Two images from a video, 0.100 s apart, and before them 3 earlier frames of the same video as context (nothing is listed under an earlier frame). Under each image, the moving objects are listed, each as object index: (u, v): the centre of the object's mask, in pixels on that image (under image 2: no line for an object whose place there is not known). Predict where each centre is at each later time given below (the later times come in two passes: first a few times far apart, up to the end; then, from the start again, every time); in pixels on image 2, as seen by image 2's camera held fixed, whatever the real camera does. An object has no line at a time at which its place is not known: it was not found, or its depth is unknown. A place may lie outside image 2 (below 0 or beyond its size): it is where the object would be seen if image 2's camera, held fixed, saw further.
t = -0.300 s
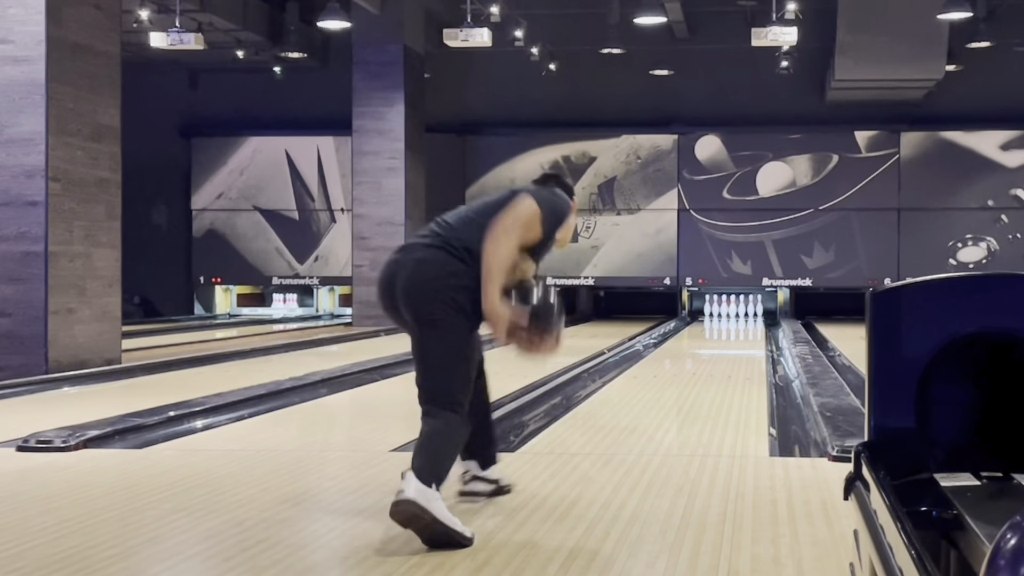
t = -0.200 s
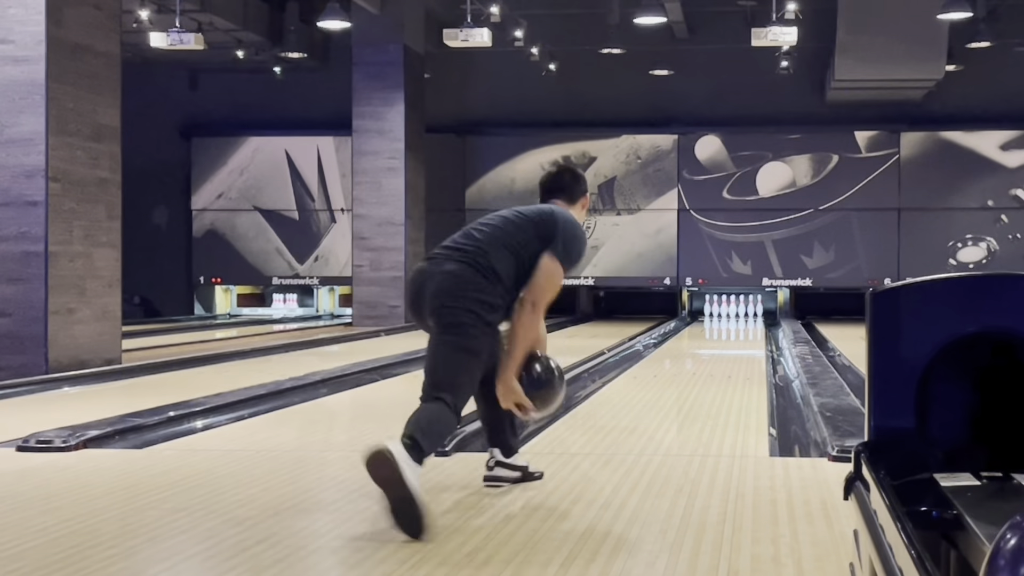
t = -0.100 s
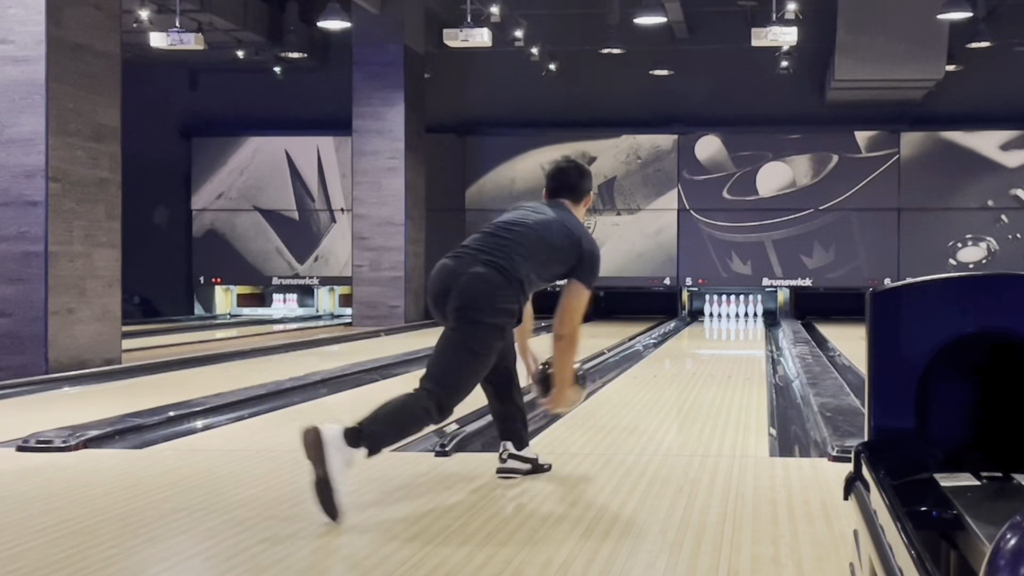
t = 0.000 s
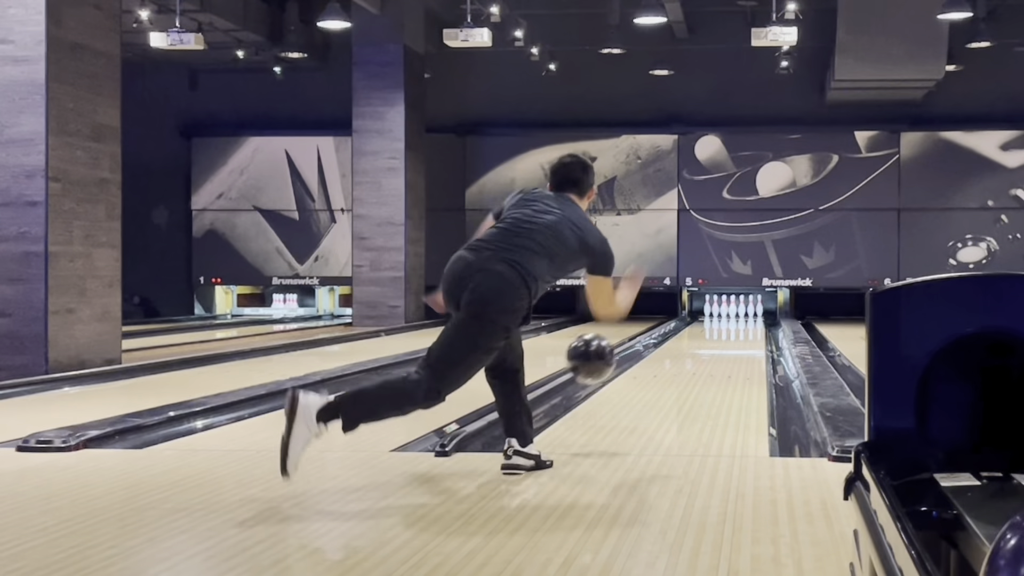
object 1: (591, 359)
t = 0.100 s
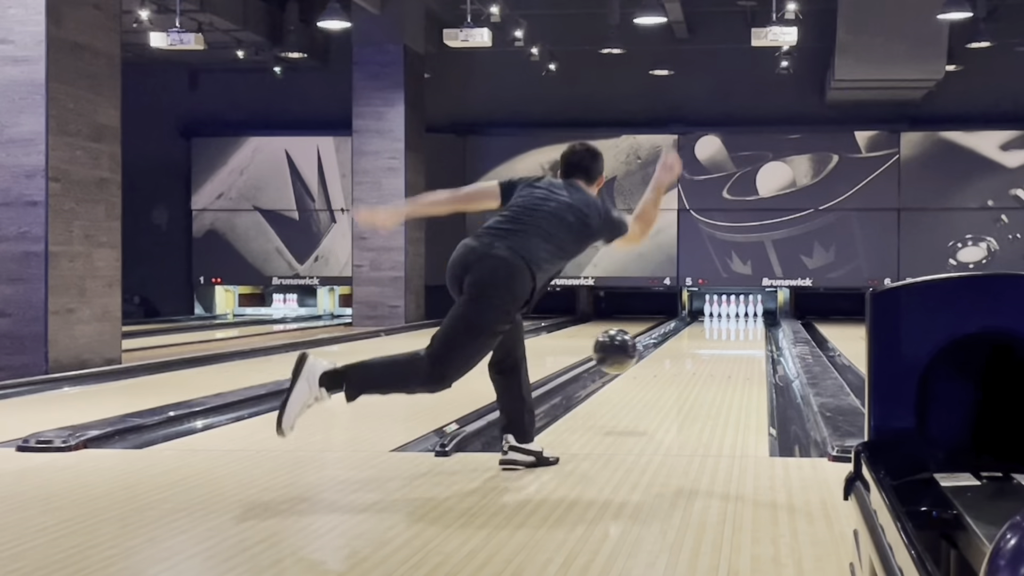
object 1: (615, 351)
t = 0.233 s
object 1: (640, 371)
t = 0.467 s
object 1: (673, 371)
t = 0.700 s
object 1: (696, 358)
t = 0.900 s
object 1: (710, 349)
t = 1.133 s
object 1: (722, 340)
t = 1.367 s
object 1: (731, 334)
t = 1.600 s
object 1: (738, 328)
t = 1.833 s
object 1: (743, 324)
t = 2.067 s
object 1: (747, 320)
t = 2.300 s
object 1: (747, 317)
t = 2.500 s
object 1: (744, 315)
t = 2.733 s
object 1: (738, 313)
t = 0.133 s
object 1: (621, 353)
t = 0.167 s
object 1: (628, 357)
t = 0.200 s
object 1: (634, 363)
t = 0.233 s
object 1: (640, 371)
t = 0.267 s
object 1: (646, 380)
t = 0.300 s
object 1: (652, 384)
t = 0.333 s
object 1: (657, 380)
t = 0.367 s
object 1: (661, 377)
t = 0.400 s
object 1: (666, 376)
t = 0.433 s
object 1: (670, 374)
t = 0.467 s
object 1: (673, 371)
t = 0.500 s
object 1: (677, 369)
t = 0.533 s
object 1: (681, 367)
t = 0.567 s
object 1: (684, 365)
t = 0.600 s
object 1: (687, 363)
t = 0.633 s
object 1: (690, 361)
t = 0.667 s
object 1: (693, 359)
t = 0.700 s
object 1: (696, 358)
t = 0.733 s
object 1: (699, 356)
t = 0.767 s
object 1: (701, 354)
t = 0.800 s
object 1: (704, 353)
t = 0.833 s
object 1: (706, 352)
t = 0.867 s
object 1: (708, 350)
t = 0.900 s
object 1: (710, 349)
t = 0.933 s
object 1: (712, 347)
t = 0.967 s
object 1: (714, 346)
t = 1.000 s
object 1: (715, 345)
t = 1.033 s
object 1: (717, 344)
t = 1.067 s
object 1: (719, 343)
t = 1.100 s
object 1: (720, 341)
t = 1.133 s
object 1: (722, 340)
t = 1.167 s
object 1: (723, 339)
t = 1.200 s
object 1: (725, 339)
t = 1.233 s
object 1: (726, 338)
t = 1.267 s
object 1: (727, 336)
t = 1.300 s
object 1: (728, 335)
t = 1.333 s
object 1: (730, 335)
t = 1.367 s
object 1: (731, 334)
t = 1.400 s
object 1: (732, 333)
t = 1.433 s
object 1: (733, 332)
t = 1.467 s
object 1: (734, 331)
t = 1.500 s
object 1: (735, 330)
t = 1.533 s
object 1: (736, 330)
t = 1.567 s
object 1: (737, 329)
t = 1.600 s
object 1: (738, 328)
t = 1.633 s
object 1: (738, 328)
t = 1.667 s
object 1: (739, 327)
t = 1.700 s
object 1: (740, 327)
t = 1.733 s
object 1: (741, 326)
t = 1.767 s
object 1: (742, 325)
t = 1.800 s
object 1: (742, 324)
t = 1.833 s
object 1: (743, 324)
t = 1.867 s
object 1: (743, 323)
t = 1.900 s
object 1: (744, 323)
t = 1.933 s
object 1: (745, 322)
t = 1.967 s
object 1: (745, 322)
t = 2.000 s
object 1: (746, 321)
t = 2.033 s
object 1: (746, 321)
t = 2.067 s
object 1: (747, 320)
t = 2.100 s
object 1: (747, 319)
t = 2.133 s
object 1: (748, 319)
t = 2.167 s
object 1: (748, 319)
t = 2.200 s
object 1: (748, 318)
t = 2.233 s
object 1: (748, 318)
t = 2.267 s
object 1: (748, 317)
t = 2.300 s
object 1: (747, 317)
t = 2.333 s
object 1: (747, 317)
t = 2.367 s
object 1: (747, 316)
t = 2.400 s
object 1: (746, 316)
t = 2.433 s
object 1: (746, 315)
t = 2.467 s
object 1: (745, 315)
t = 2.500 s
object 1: (744, 315)
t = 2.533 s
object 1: (744, 314)
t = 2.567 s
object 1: (743, 314)
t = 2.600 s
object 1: (742, 314)
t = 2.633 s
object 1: (741, 313)
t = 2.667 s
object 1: (740, 313)
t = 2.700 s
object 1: (740, 313)
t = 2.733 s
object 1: (738, 313)
